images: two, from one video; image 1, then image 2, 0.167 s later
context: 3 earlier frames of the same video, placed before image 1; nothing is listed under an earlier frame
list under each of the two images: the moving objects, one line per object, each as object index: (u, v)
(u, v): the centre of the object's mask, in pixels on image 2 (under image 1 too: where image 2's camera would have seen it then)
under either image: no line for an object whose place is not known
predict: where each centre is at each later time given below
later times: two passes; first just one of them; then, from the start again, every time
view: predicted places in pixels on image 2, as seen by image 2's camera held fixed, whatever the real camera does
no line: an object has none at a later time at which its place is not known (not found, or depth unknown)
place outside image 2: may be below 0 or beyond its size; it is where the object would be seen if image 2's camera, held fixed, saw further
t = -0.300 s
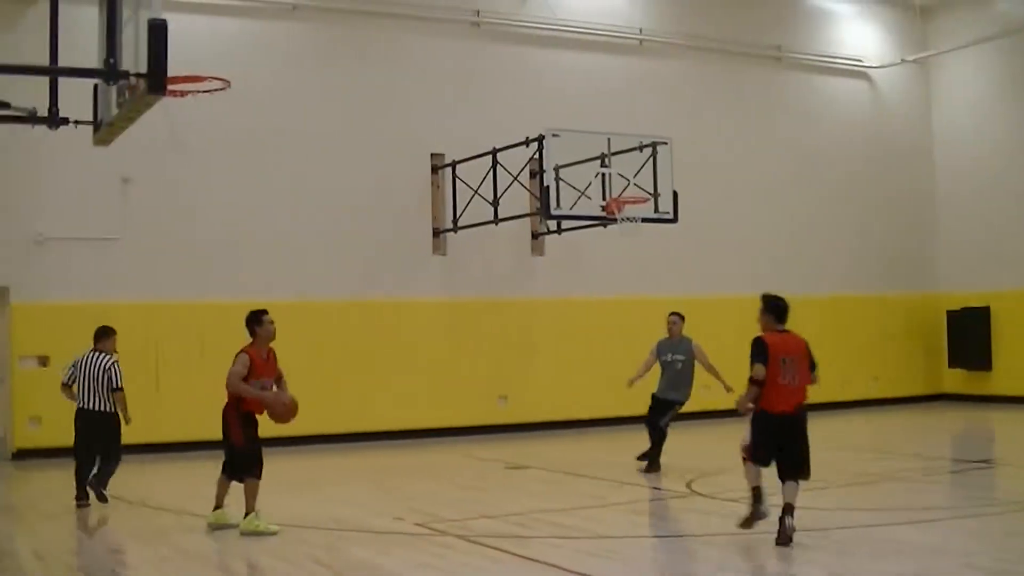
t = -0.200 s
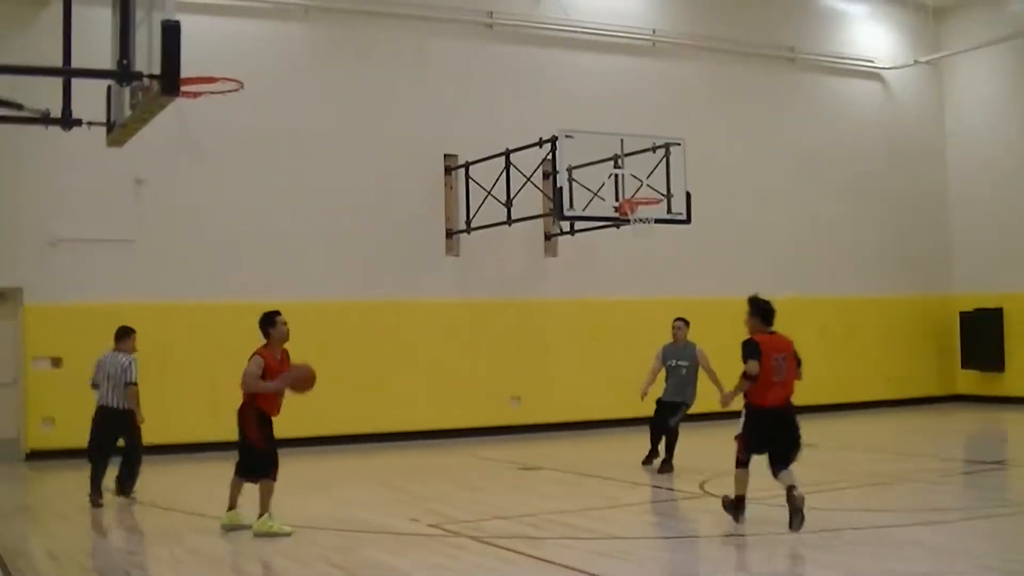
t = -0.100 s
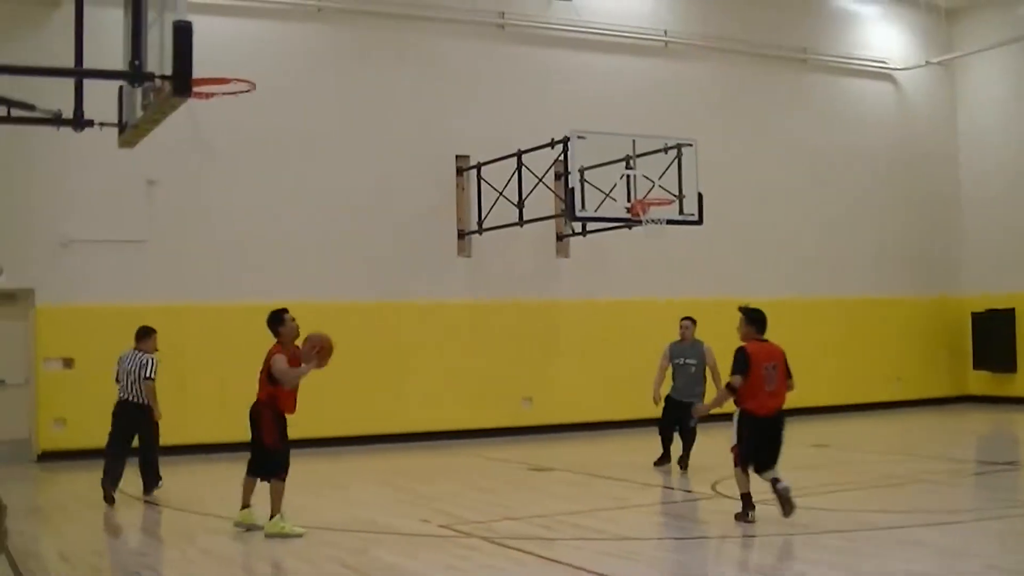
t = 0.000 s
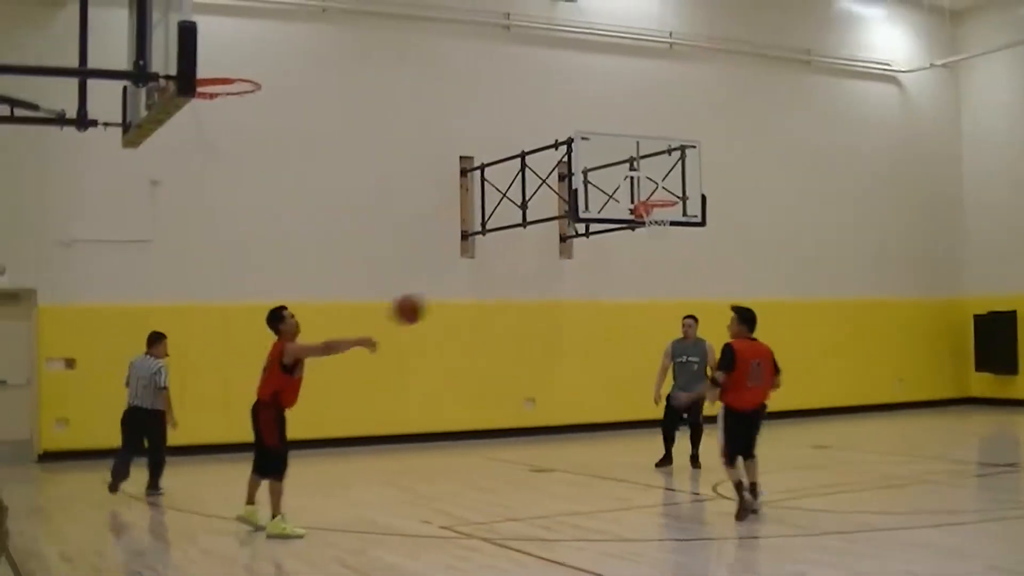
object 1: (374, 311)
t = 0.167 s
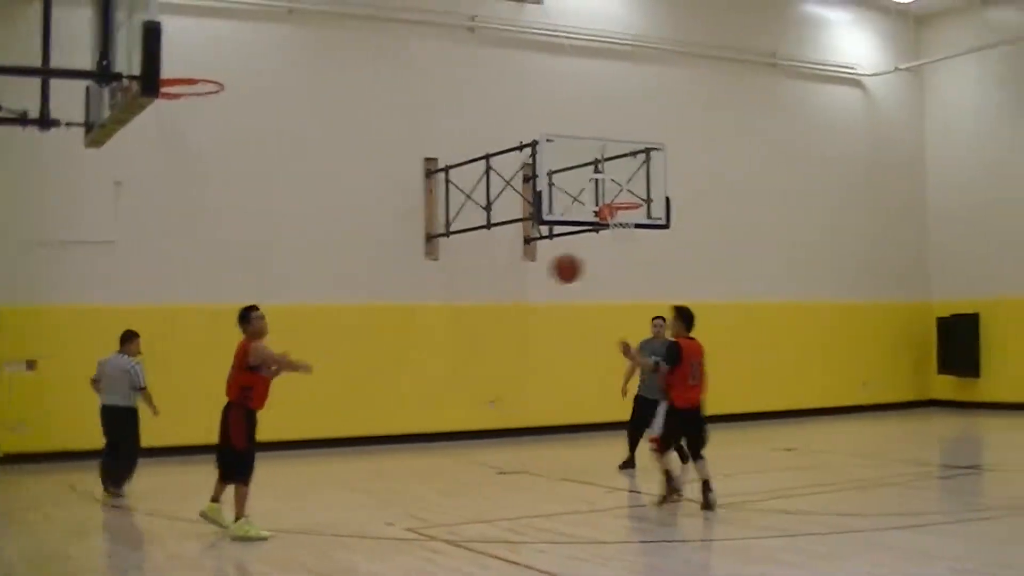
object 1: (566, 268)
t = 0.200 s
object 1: (603, 264)
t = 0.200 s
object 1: (603, 264)
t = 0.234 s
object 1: (638, 262)
